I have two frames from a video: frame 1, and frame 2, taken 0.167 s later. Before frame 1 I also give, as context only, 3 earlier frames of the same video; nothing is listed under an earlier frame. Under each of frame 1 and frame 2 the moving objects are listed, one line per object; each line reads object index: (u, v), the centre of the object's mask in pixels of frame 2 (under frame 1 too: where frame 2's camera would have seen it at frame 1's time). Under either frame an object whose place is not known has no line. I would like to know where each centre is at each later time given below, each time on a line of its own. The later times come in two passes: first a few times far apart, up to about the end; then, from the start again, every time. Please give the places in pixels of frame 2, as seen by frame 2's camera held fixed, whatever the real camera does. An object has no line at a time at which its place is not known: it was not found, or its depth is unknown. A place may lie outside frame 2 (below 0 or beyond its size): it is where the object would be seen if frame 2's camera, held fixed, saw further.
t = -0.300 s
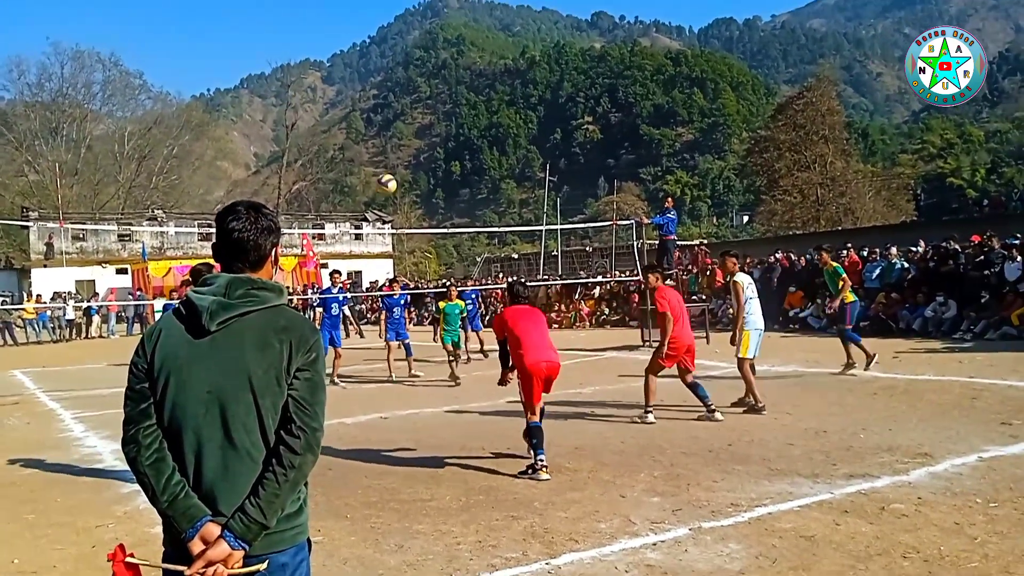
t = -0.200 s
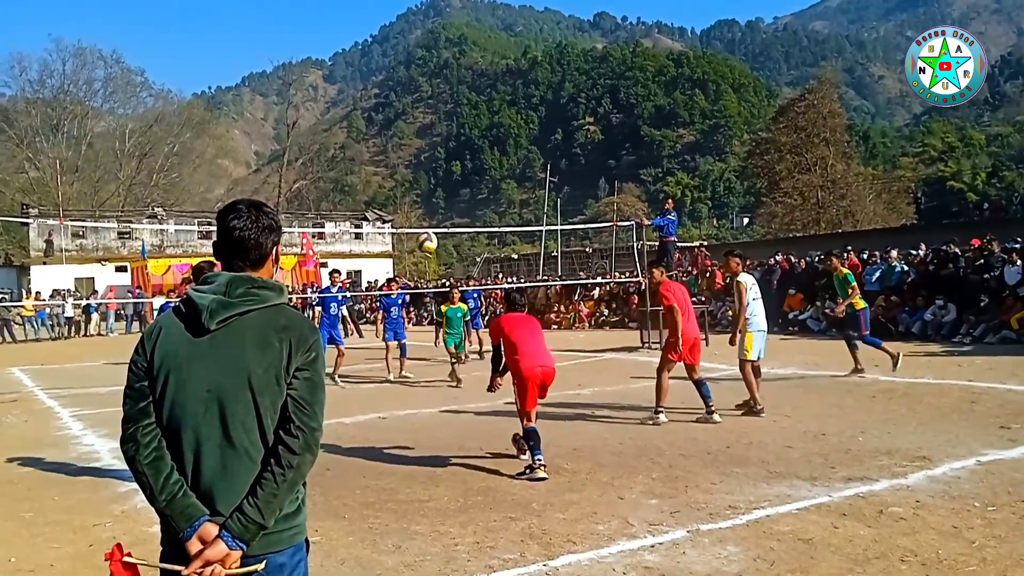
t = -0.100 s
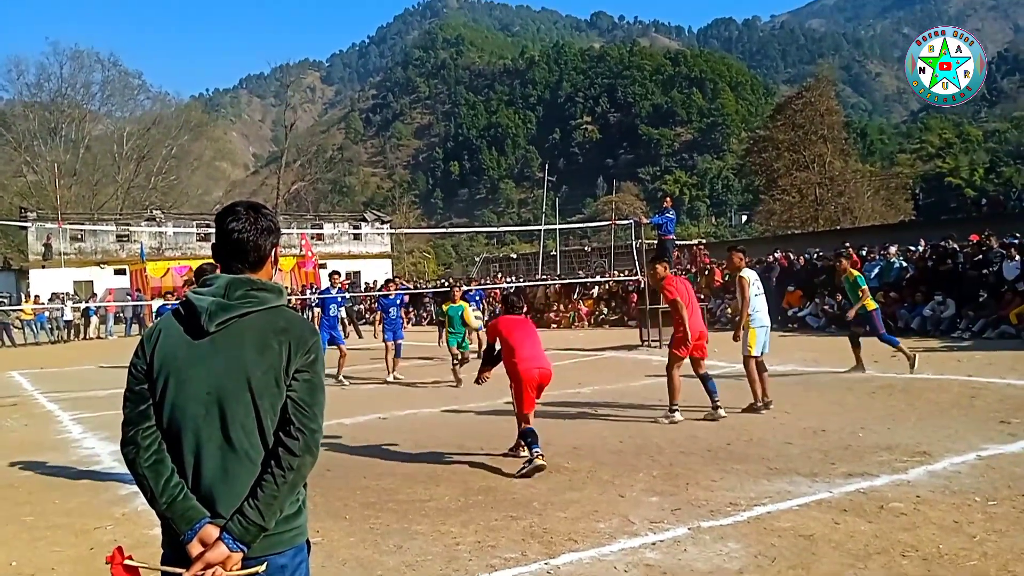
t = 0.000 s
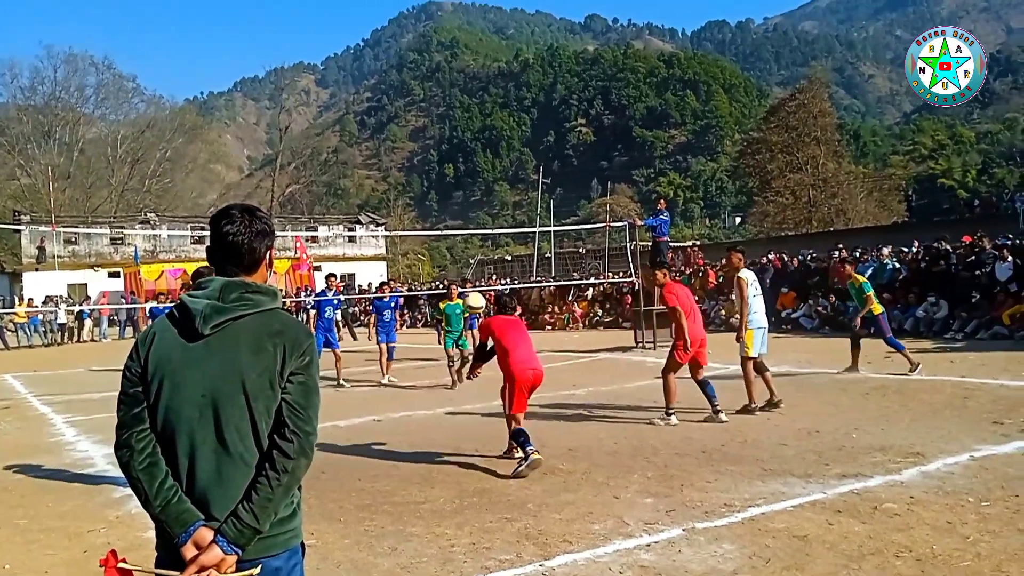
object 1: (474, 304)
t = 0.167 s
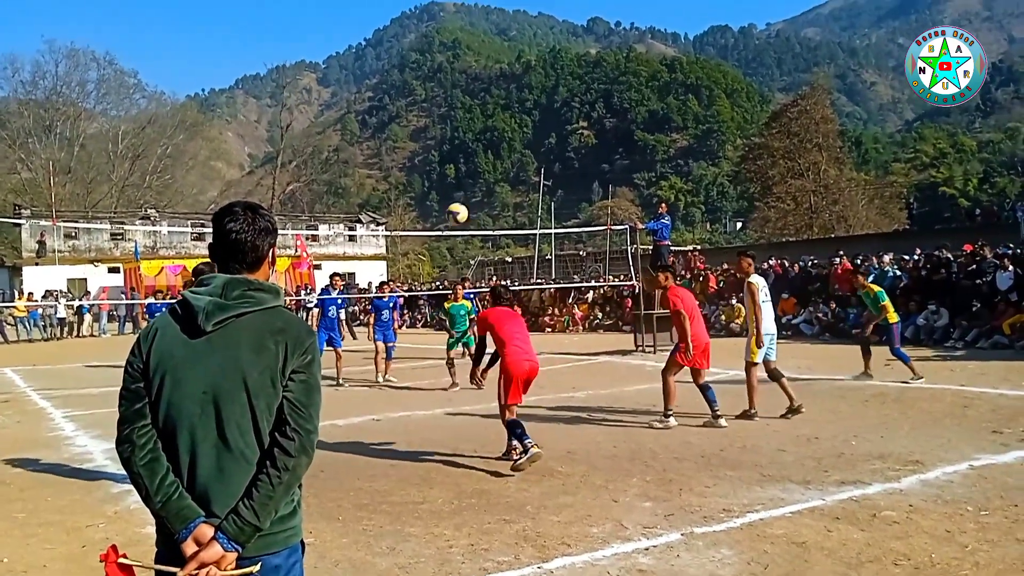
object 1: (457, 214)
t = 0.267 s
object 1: (448, 177)
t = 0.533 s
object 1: (430, 132)
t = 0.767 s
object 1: (418, 147)
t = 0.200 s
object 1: (454, 200)
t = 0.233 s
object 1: (452, 188)
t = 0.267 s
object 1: (448, 177)
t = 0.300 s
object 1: (446, 168)
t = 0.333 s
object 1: (443, 159)
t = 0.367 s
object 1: (441, 152)
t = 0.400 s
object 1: (439, 146)
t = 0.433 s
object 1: (436, 141)
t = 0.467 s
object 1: (435, 137)
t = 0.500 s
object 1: (433, 134)
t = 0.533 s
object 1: (430, 132)
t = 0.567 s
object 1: (429, 131)
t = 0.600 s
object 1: (427, 132)
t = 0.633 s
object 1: (425, 133)
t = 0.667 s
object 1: (422, 135)
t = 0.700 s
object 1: (422, 137)
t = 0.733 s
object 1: (420, 141)
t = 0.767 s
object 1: (418, 147)
